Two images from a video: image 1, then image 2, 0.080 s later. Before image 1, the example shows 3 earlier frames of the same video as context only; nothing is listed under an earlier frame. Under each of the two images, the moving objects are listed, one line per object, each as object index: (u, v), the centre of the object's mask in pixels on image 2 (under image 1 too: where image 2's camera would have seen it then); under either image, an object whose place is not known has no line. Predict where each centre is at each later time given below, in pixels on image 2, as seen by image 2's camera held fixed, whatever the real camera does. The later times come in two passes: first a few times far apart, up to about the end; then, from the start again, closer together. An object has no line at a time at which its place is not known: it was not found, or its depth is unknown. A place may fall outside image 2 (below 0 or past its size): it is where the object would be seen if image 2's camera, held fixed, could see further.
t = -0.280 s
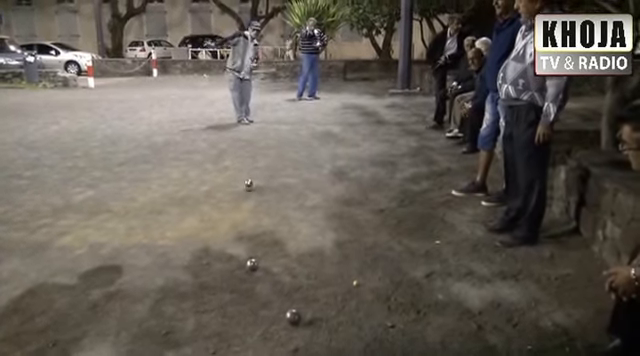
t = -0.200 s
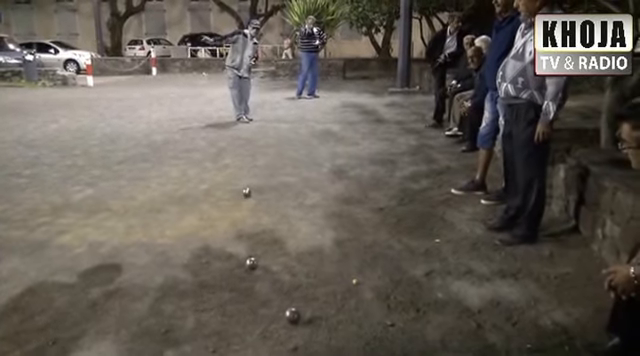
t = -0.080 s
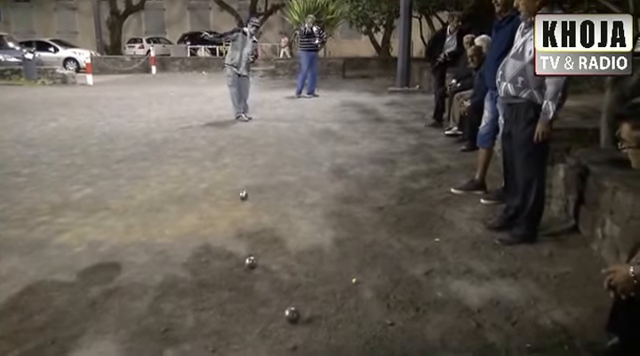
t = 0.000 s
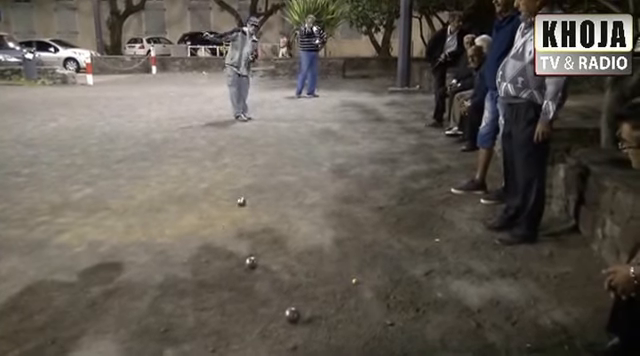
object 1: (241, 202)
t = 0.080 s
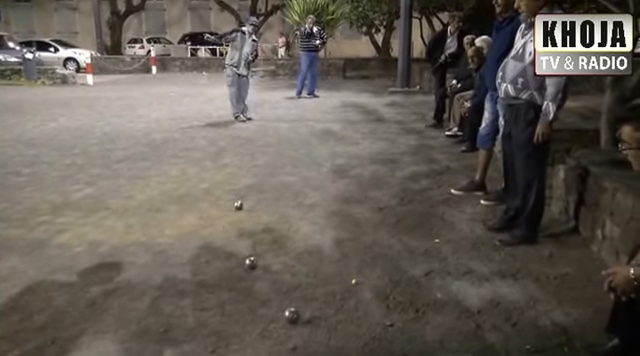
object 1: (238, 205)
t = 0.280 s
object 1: (231, 217)
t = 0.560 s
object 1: (219, 232)
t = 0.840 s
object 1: (212, 246)
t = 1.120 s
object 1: (204, 259)
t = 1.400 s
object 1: (198, 266)
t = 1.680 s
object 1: (195, 270)
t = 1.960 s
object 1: (194, 271)
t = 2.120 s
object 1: (196, 271)
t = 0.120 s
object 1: (236, 208)
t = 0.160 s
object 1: (235, 210)
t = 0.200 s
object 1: (234, 213)
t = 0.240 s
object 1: (232, 215)
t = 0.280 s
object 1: (231, 217)
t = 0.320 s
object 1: (230, 219)
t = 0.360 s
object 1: (229, 222)
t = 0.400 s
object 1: (227, 224)
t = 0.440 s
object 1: (225, 225)
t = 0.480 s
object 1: (223, 228)
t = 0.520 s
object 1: (221, 230)
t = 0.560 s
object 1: (219, 232)
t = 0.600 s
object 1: (218, 235)
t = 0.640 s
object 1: (217, 236)
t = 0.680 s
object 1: (216, 238)
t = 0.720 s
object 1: (215, 240)
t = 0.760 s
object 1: (214, 243)
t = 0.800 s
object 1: (213, 244)
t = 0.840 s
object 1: (212, 246)
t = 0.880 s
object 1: (210, 248)
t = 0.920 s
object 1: (209, 250)
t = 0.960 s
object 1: (208, 252)
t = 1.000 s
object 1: (207, 254)
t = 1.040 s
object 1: (206, 255)
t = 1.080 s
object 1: (205, 257)
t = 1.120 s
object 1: (204, 259)
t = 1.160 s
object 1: (203, 260)
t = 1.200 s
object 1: (202, 260)
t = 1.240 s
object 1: (202, 262)
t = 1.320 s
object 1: (200, 264)
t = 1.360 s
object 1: (199, 265)
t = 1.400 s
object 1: (198, 266)
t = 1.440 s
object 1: (198, 267)
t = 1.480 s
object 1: (198, 267)
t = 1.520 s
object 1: (197, 268)
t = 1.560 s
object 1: (196, 269)
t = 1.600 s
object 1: (196, 269)
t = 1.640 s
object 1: (196, 270)
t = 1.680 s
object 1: (195, 270)
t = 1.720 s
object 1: (194, 271)
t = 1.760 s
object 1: (194, 271)
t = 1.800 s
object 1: (193, 271)
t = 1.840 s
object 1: (193, 272)
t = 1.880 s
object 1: (194, 271)
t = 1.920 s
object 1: (194, 271)
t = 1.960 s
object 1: (194, 271)
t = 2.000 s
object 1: (195, 271)
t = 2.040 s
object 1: (195, 271)
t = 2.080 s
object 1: (195, 271)
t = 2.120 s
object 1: (196, 271)
